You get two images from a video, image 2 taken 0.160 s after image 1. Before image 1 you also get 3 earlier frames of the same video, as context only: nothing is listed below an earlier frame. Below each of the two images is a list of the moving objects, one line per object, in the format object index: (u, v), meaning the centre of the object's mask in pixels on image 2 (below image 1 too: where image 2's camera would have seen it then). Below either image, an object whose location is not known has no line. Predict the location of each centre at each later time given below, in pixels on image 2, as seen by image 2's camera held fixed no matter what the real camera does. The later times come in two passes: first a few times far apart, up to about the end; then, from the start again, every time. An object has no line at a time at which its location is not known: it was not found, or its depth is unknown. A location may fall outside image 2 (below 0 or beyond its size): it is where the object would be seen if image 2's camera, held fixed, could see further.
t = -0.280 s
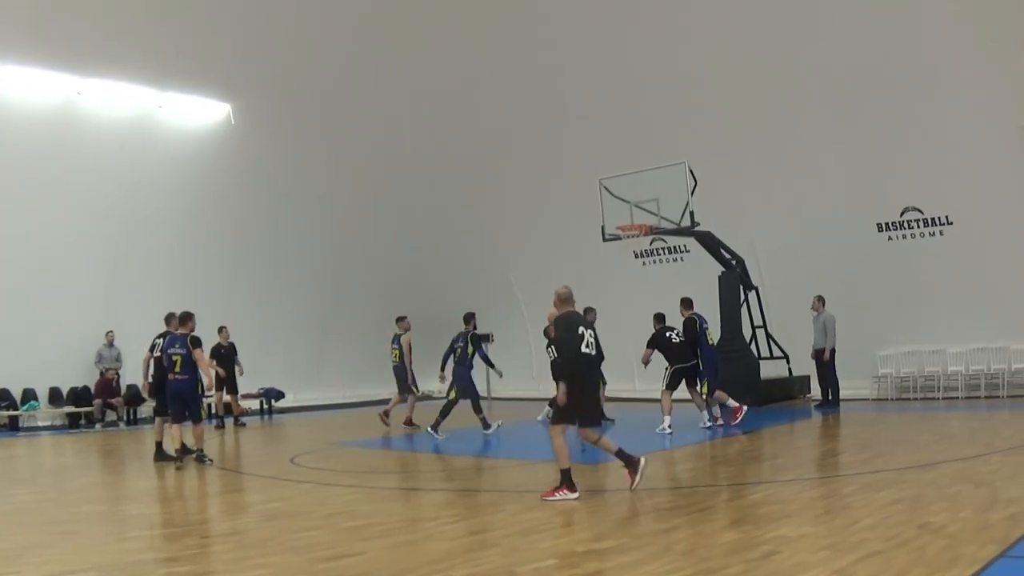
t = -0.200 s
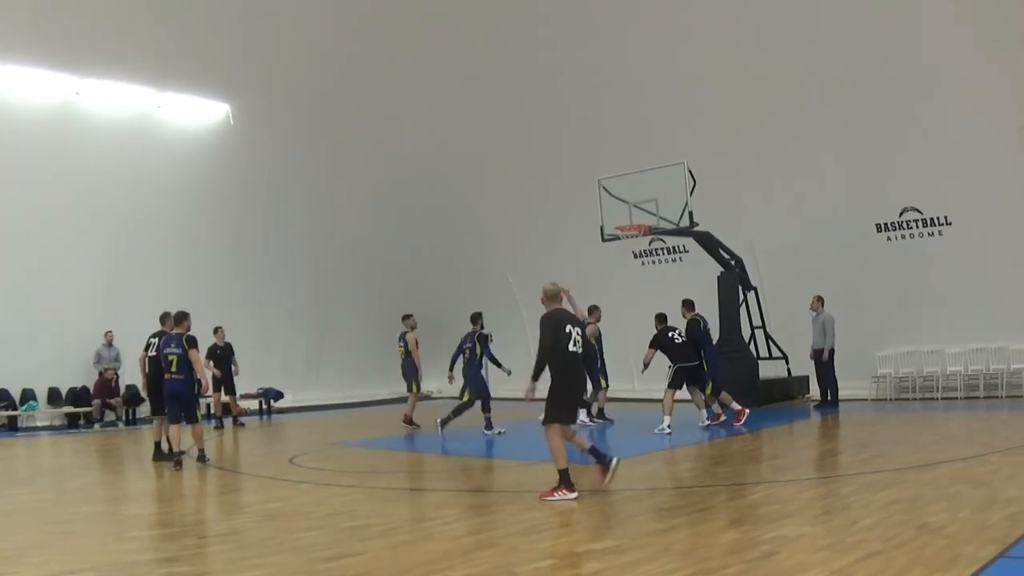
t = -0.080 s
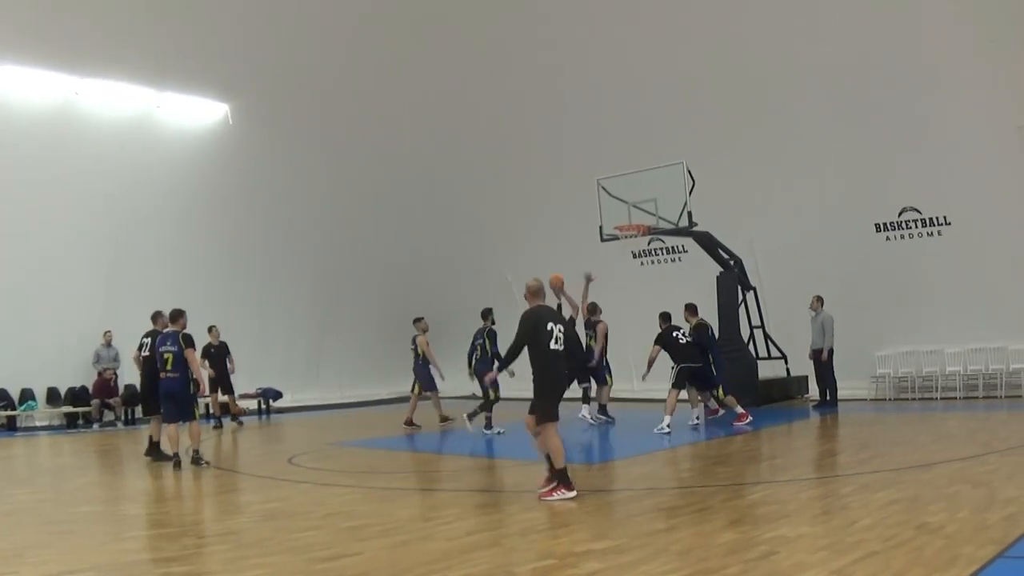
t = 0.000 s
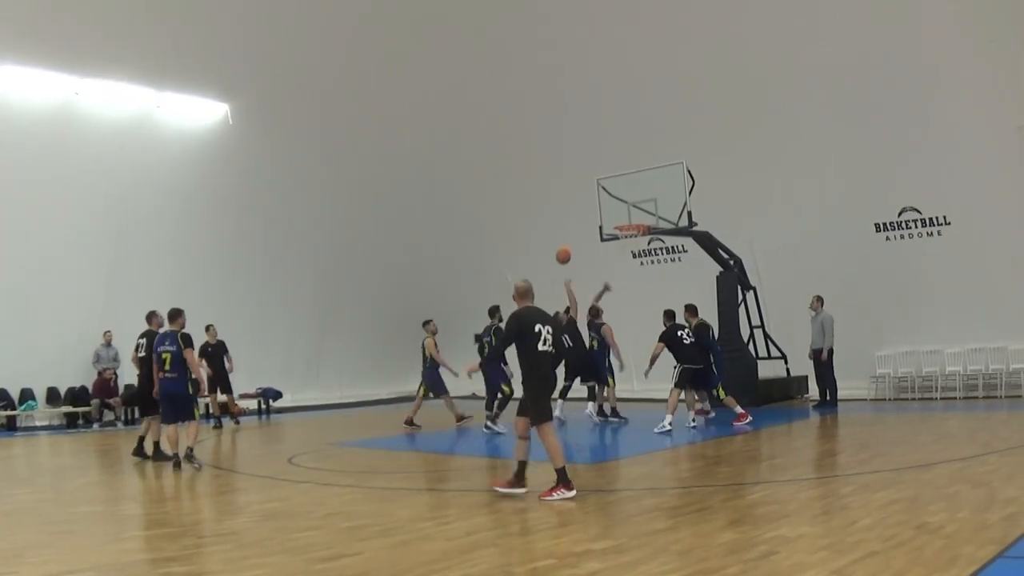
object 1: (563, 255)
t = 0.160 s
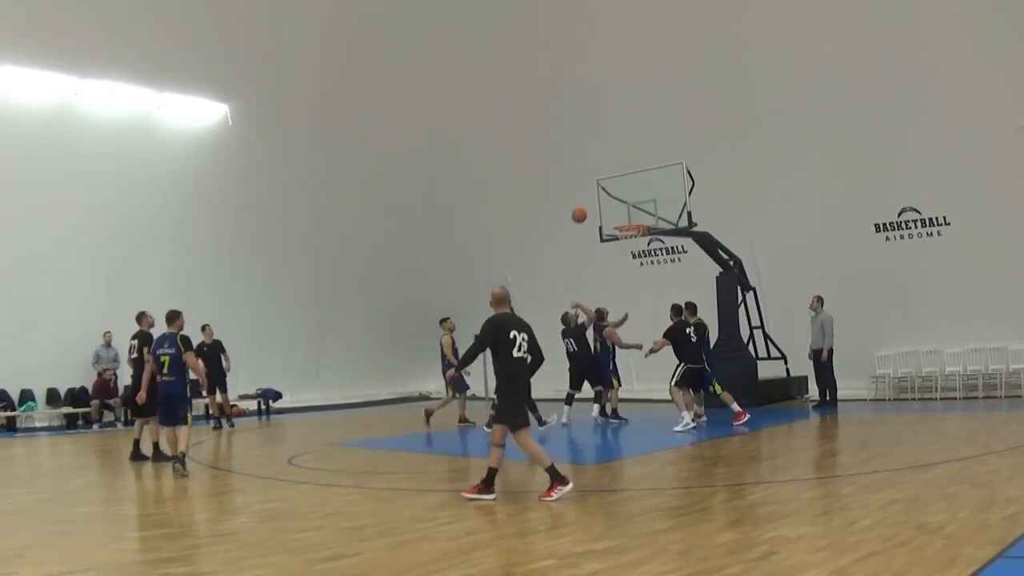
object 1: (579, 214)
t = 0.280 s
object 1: (592, 194)
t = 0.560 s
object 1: (622, 178)
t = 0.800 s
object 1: (635, 202)
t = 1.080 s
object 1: (605, 216)
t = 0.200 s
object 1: (583, 206)
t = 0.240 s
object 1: (588, 199)
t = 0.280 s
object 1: (592, 194)
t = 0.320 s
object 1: (596, 189)
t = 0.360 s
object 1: (600, 185)
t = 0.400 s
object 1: (605, 181)
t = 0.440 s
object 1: (608, 179)
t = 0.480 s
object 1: (613, 178)
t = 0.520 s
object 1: (618, 178)
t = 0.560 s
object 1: (622, 178)
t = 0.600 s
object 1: (626, 181)
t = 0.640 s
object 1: (630, 183)
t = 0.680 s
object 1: (631, 186)
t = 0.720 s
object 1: (632, 190)
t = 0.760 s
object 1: (634, 196)
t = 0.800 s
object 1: (635, 202)
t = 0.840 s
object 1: (636, 209)
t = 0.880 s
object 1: (637, 218)
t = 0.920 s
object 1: (632, 217)
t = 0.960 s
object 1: (625, 215)
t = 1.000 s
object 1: (619, 214)
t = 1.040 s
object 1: (612, 215)
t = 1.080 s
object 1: (605, 216)
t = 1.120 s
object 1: (598, 218)
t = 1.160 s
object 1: (591, 222)
